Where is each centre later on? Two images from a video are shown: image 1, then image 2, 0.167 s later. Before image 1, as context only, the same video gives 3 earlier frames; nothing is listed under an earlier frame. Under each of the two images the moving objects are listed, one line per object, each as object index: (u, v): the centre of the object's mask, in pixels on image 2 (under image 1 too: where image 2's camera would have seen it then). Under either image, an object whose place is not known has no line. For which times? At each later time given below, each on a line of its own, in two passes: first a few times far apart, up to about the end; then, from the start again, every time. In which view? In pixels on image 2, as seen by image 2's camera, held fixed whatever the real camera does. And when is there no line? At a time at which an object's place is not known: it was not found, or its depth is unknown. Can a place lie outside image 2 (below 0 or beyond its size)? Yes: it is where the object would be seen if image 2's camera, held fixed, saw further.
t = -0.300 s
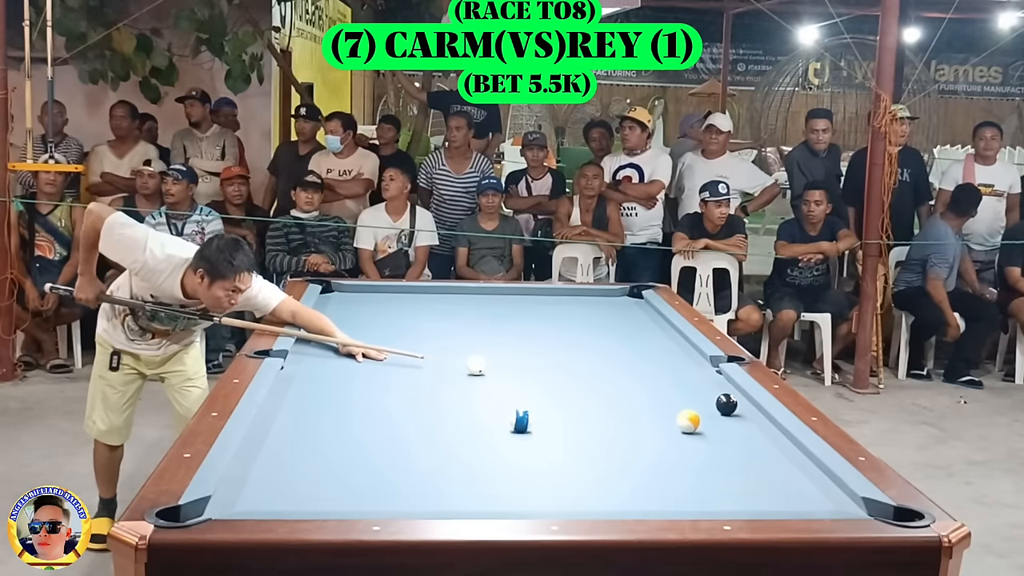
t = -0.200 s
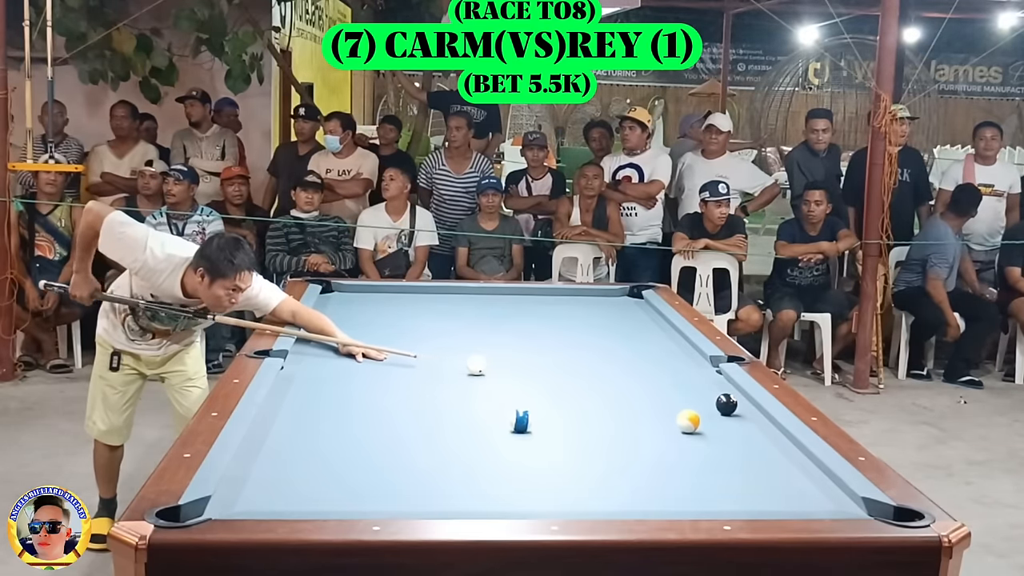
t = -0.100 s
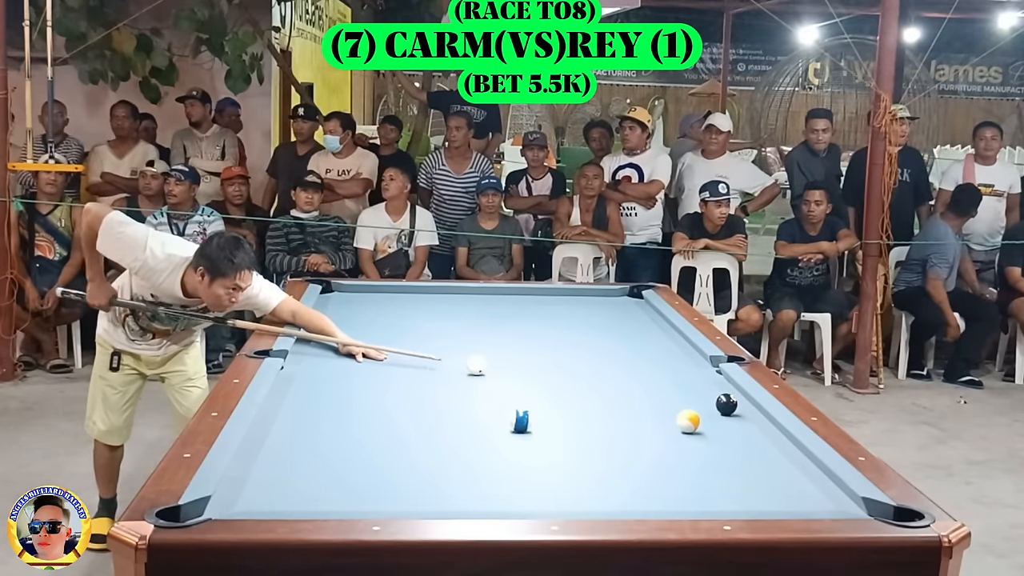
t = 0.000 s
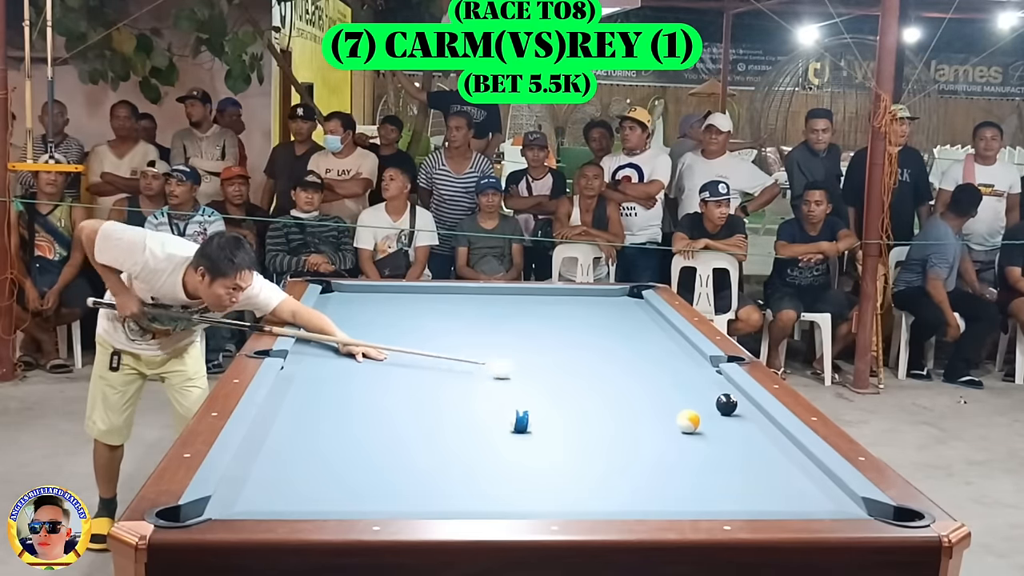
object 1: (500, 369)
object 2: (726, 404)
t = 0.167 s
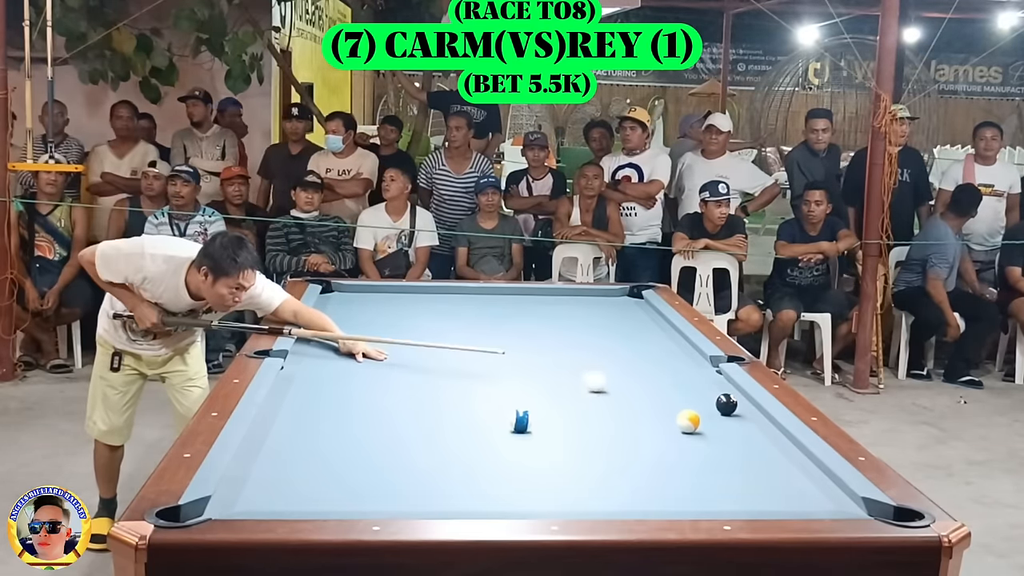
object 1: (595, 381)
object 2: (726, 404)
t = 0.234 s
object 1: (631, 386)
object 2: (726, 404)
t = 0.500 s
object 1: (724, 395)
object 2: (741, 413)
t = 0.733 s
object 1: (664, 390)
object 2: (768, 429)
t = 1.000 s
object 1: (602, 384)
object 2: (786, 447)
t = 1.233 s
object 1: (550, 379)
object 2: (796, 462)
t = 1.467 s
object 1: (501, 374)
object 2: (805, 478)
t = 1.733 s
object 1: (451, 370)
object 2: (816, 495)
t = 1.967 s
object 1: (408, 366)
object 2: (822, 503)
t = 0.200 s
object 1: (613, 384)
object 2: (726, 404)
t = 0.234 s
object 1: (631, 386)
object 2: (726, 404)
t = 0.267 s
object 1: (648, 388)
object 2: (726, 404)
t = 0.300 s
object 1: (666, 391)
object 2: (726, 404)
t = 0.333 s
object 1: (685, 394)
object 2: (726, 404)
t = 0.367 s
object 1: (703, 396)
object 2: (726, 404)
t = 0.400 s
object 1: (717, 395)
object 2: (728, 405)
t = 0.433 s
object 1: (736, 395)
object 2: (732, 408)
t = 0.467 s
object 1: (735, 394)
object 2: (737, 411)
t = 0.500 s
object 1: (724, 395)
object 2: (741, 413)
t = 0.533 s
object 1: (714, 394)
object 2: (745, 415)
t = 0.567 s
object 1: (705, 394)
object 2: (748, 418)
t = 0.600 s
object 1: (697, 393)
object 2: (752, 420)
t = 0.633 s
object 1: (689, 392)
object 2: (756, 422)
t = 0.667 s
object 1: (680, 391)
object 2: (760, 424)
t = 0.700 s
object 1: (672, 390)
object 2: (764, 427)
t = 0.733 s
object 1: (664, 390)
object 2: (768, 429)
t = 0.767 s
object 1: (656, 389)
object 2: (772, 431)
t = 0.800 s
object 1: (648, 388)
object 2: (776, 434)
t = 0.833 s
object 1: (640, 388)
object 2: (780, 436)
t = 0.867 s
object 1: (632, 387)
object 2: (781, 438)
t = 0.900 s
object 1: (625, 386)
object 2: (783, 440)
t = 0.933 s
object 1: (616, 385)
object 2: (784, 443)
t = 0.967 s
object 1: (609, 385)
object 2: (785, 445)
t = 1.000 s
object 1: (602, 384)
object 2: (786, 447)
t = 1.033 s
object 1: (595, 383)
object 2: (788, 449)
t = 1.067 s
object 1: (586, 383)
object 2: (789, 451)
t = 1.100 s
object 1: (579, 382)
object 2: (790, 453)
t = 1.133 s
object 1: (573, 382)
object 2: (792, 455)
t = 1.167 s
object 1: (564, 381)
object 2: (793, 458)
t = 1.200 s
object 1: (557, 380)
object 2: (794, 460)
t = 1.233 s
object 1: (550, 379)
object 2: (796, 462)
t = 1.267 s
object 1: (542, 379)
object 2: (797, 464)
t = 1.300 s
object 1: (536, 378)
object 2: (798, 467)
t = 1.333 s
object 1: (529, 378)
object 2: (800, 469)
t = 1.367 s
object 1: (522, 377)
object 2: (801, 471)
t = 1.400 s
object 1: (516, 376)
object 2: (803, 474)
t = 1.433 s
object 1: (507, 374)
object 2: (804, 475)
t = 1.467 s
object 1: (501, 374)
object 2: (805, 478)
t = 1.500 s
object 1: (497, 373)
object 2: (806, 479)
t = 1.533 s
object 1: (490, 373)
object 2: (808, 482)
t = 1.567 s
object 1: (483, 372)
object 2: (809, 484)
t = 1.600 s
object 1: (478, 373)
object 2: (810, 486)
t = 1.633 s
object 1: (472, 371)
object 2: (812, 488)
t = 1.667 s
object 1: (465, 371)
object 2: (813, 491)
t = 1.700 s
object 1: (458, 370)
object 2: (815, 493)
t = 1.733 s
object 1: (451, 370)
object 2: (816, 495)
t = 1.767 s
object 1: (445, 369)
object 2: (817, 497)
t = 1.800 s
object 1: (438, 368)
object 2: (819, 498)
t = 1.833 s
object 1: (432, 368)
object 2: (820, 499)
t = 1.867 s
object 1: (426, 368)
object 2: (821, 501)
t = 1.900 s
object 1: (419, 367)
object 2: (823, 502)
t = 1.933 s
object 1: (414, 367)
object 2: (824, 503)
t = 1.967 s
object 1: (408, 366)
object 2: (822, 503)
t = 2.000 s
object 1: (402, 365)
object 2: (820, 502)
